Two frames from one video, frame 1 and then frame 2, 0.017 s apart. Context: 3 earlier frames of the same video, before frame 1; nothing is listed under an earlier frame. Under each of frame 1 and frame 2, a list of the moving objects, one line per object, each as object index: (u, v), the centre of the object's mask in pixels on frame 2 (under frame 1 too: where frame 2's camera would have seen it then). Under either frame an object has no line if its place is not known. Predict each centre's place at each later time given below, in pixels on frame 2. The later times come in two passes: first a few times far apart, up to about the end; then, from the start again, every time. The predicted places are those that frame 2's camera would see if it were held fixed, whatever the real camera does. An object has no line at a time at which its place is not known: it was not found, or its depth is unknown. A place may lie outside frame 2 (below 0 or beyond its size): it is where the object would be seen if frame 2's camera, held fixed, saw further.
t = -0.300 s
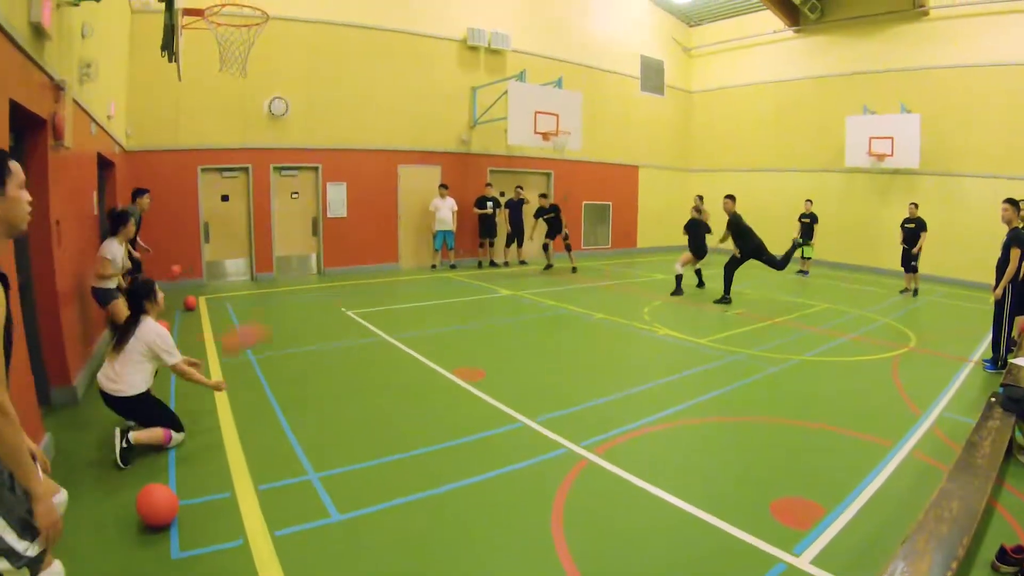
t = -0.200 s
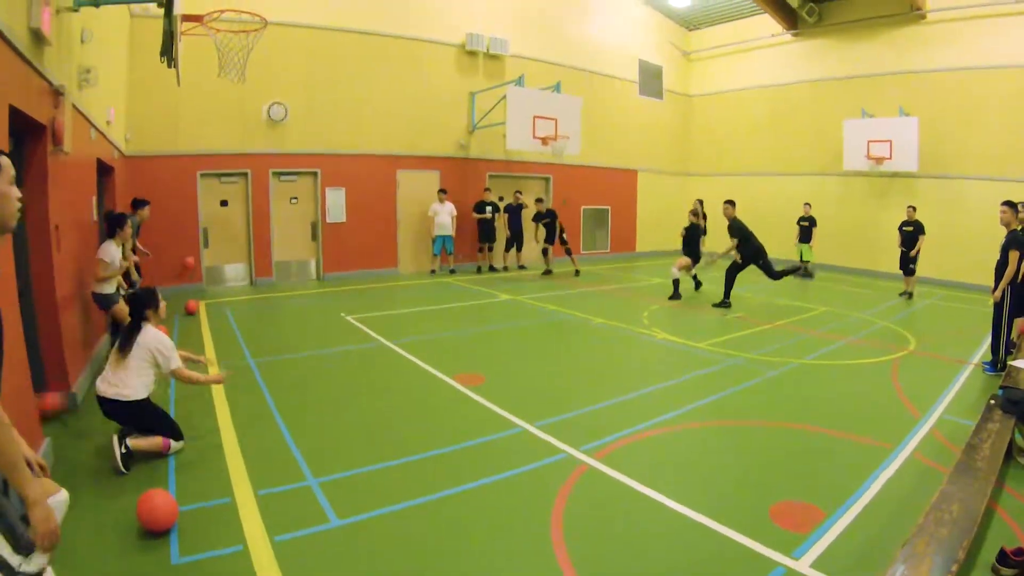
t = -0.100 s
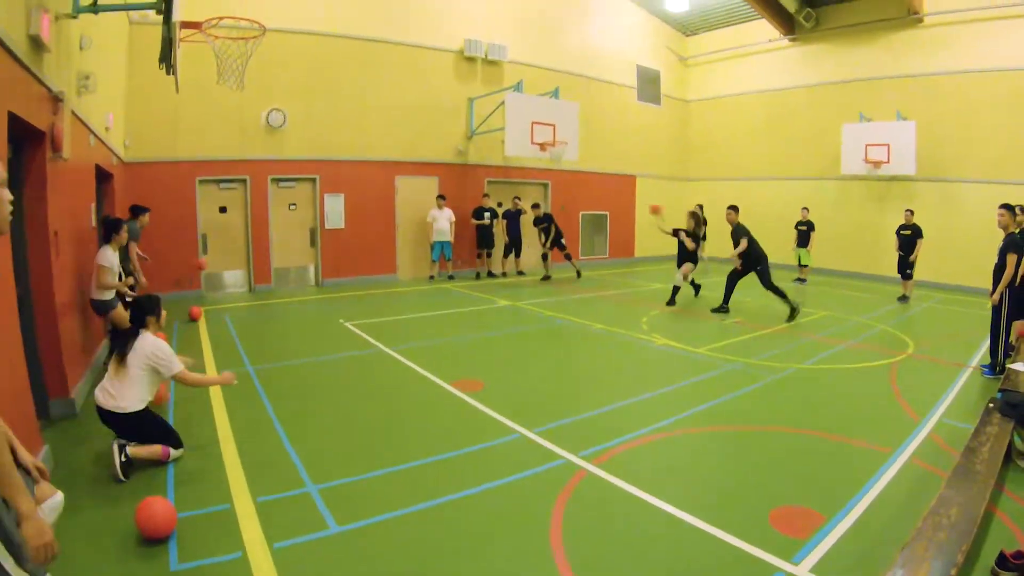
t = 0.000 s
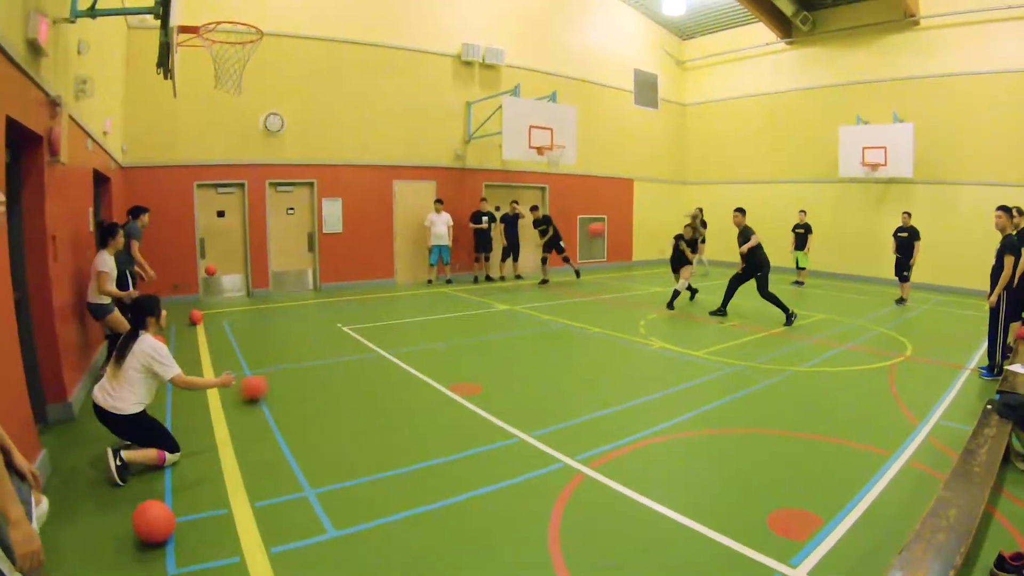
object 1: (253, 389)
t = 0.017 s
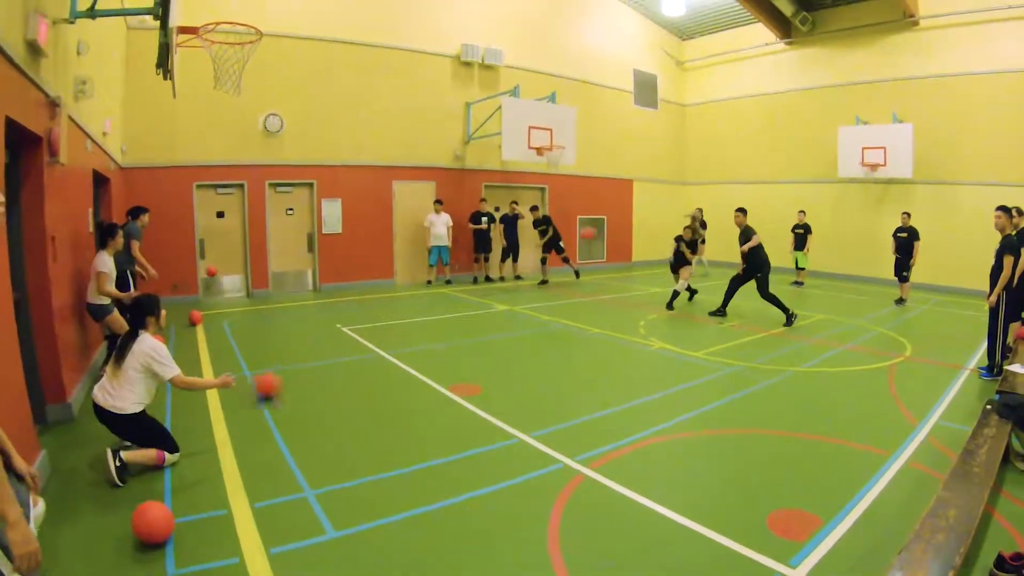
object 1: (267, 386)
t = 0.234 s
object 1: (425, 358)
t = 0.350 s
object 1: (481, 346)
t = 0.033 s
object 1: (281, 384)
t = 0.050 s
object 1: (296, 381)
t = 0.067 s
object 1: (309, 379)
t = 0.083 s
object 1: (323, 376)
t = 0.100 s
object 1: (337, 374)
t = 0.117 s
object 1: (350, 372)
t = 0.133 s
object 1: (361, 371)
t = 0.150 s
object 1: (373, 368)
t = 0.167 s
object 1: (384, 367)
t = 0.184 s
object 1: (395, 365)
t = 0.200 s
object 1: (404, 362)
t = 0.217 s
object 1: (415, 359)
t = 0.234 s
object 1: (425, 358)
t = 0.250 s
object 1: (434, 357)
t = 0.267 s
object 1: (443, 355)
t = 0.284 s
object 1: (451, 354)
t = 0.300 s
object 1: (459, 352)
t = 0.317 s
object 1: (466, 349)
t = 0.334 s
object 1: (474, 347)
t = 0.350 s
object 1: (481, 346)
